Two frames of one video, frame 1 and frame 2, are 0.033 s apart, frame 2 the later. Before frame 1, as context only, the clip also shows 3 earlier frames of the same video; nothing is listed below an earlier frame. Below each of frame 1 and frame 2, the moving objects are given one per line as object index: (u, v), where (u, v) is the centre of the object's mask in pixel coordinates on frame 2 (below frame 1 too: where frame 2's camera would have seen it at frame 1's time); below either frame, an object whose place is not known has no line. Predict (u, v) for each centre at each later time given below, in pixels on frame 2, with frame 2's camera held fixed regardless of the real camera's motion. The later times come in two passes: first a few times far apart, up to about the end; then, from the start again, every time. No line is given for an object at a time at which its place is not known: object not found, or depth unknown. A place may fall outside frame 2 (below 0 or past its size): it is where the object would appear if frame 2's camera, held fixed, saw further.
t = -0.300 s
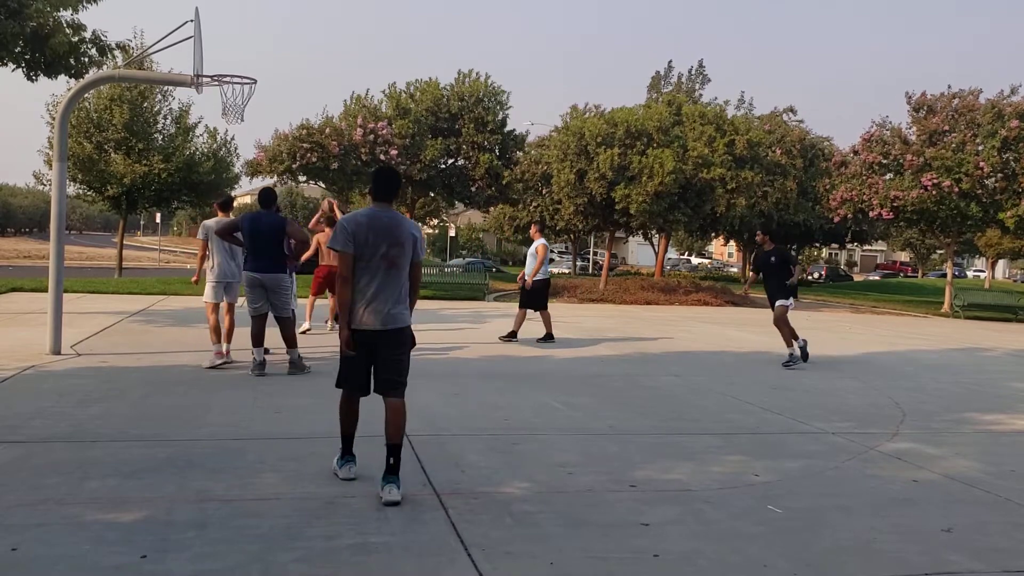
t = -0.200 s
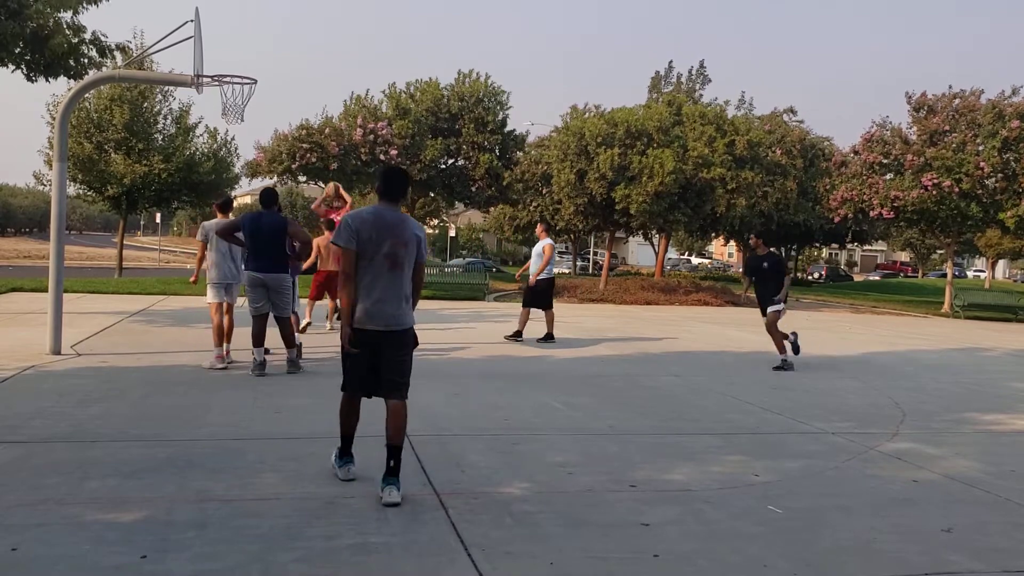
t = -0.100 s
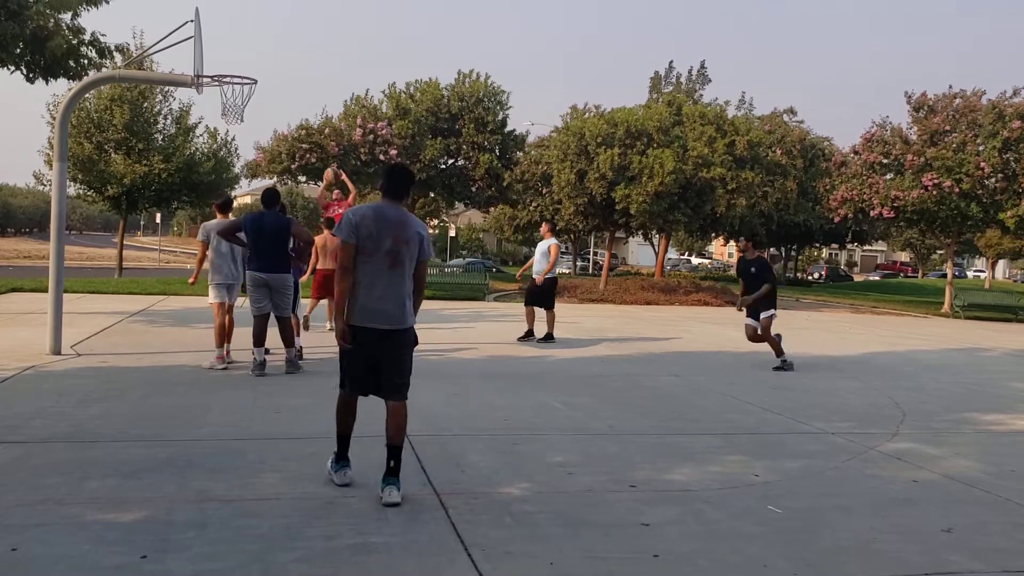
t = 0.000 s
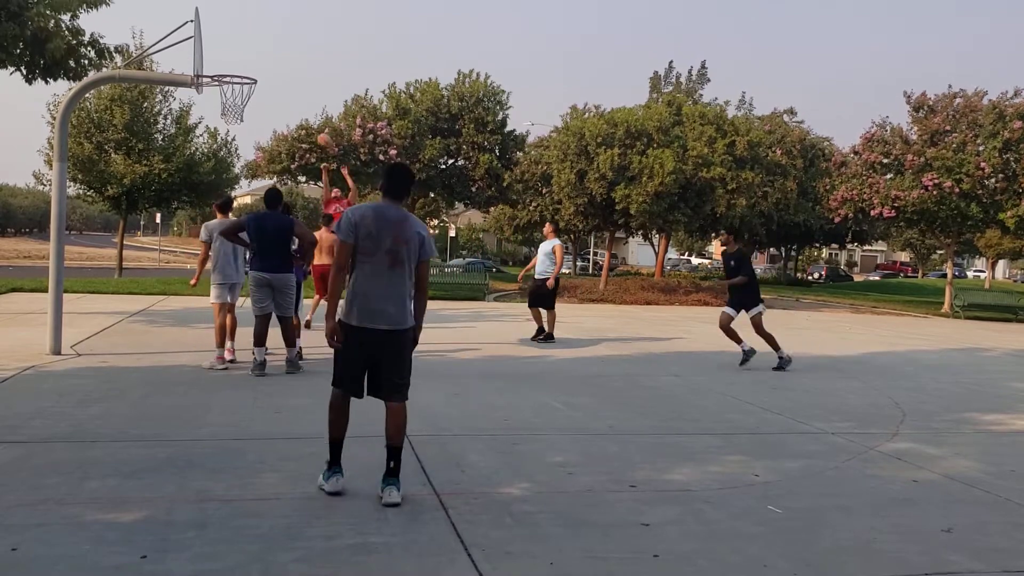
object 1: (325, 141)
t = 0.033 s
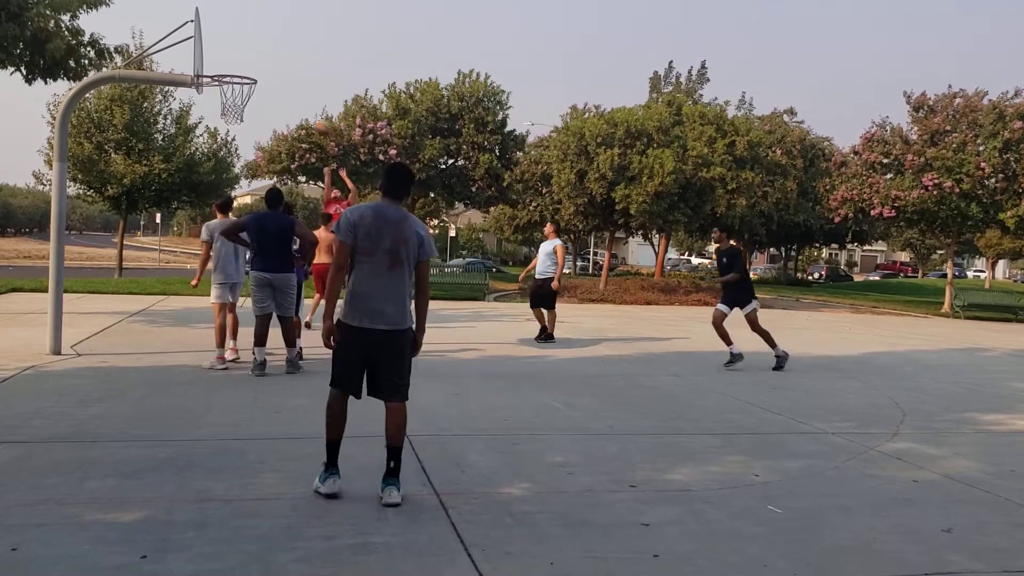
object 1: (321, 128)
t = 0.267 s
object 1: (305, 58)
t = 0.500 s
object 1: (284, 21)
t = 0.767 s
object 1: (256, 29)
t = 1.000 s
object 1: (232, 88)
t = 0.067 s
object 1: (320, 116)
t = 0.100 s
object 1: (318, 106)
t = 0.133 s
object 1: (315, 95)
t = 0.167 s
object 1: (313, 85)
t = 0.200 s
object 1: (310, 75)
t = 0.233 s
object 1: (308, 66)
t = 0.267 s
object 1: (305, 58)
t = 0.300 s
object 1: (302, 51)
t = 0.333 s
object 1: (299, 44)
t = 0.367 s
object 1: (296, 38)
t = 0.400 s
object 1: (293, 33)
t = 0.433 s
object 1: (290, 28)
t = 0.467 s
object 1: (287, 24)
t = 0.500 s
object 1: (284, 21)
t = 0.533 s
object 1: (281, 19)
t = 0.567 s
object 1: (277, 18)
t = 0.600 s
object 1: (274, 17)
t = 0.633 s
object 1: (270, 18)
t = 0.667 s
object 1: (267, 19)
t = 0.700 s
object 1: (263, 21)
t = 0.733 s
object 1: (259, 25)
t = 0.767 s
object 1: (256, 29)
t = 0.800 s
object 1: (252, 34)
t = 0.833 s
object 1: (248, 40)
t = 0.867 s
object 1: (243, 48)
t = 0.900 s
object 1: (239, 56)
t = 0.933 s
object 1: (235, 65)
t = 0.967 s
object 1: (230, 77)
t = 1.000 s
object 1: (232, 88)
